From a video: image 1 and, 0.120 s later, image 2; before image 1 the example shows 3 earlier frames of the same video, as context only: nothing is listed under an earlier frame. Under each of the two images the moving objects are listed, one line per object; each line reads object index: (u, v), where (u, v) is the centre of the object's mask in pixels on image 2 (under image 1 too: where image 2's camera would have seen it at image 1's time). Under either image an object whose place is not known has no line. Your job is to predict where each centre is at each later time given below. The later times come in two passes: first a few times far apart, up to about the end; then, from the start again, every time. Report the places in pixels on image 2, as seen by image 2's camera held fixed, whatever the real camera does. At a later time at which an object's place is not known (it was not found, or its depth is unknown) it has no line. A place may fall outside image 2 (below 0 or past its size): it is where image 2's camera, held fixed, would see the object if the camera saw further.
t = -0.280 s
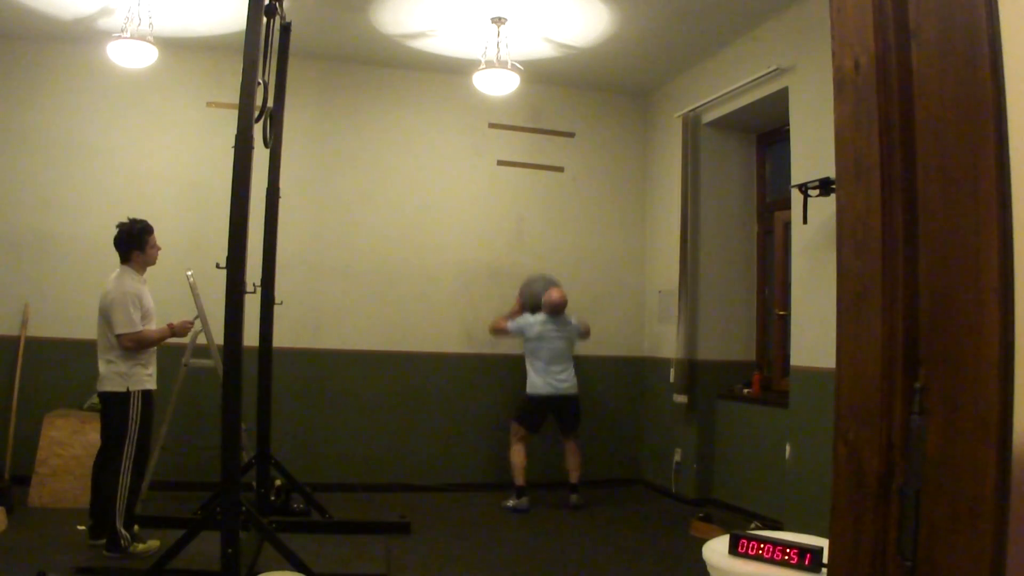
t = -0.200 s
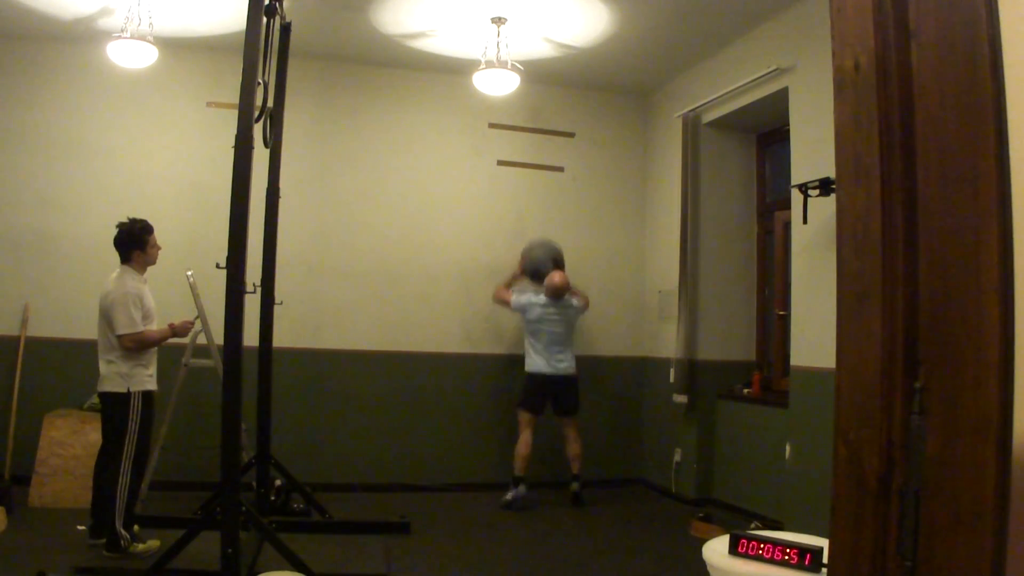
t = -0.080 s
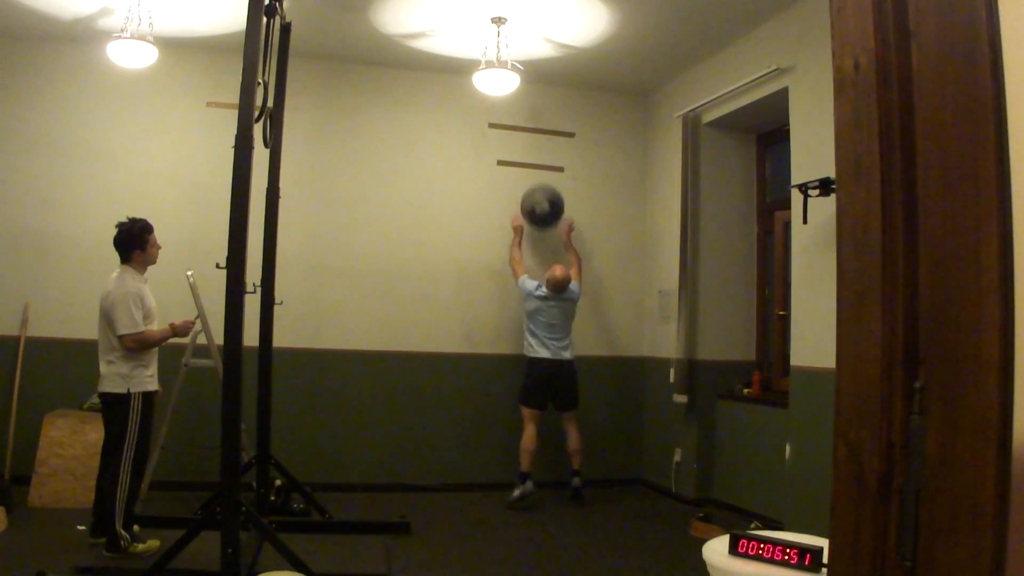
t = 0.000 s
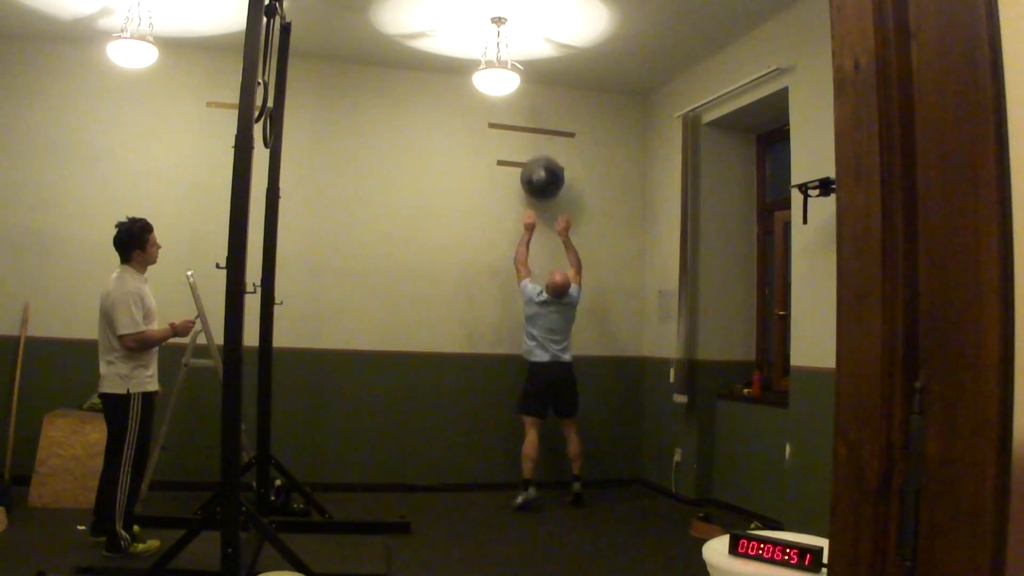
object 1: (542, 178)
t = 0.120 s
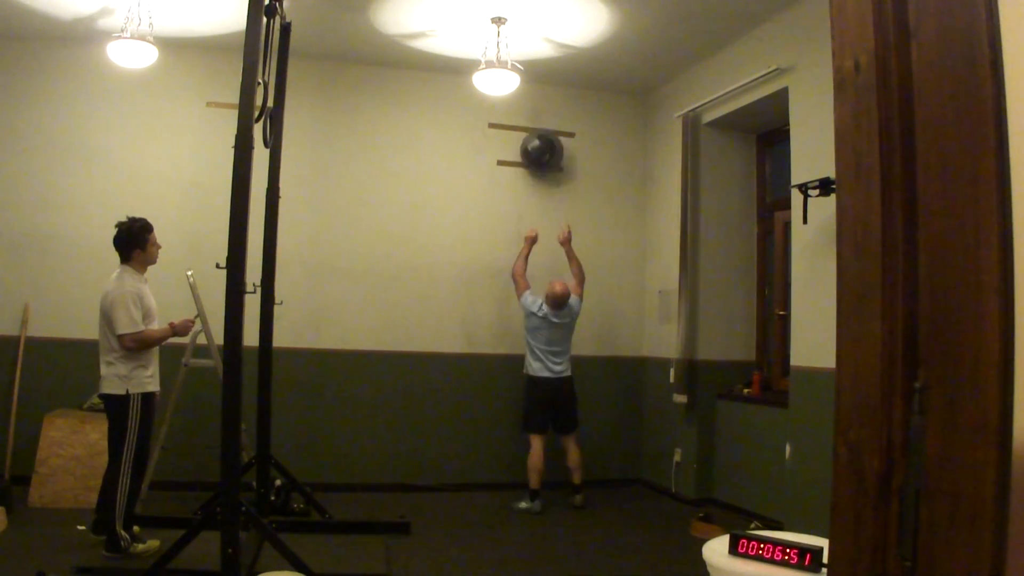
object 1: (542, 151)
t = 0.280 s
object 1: (543, 143)
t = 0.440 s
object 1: (547, 161)
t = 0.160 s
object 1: (541, 147)
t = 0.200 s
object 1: (542, 145)
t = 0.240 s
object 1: (543, 143)
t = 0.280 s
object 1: (543, 143)
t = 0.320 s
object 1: (544, 144)
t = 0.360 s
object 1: (545, 148)
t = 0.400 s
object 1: (546, 153)
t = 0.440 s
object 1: (547, 161)
